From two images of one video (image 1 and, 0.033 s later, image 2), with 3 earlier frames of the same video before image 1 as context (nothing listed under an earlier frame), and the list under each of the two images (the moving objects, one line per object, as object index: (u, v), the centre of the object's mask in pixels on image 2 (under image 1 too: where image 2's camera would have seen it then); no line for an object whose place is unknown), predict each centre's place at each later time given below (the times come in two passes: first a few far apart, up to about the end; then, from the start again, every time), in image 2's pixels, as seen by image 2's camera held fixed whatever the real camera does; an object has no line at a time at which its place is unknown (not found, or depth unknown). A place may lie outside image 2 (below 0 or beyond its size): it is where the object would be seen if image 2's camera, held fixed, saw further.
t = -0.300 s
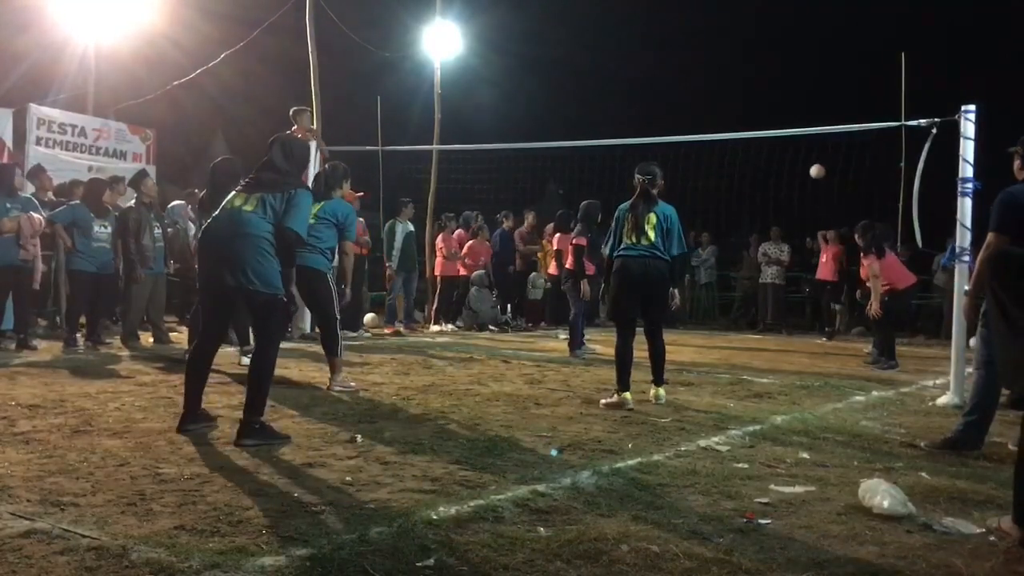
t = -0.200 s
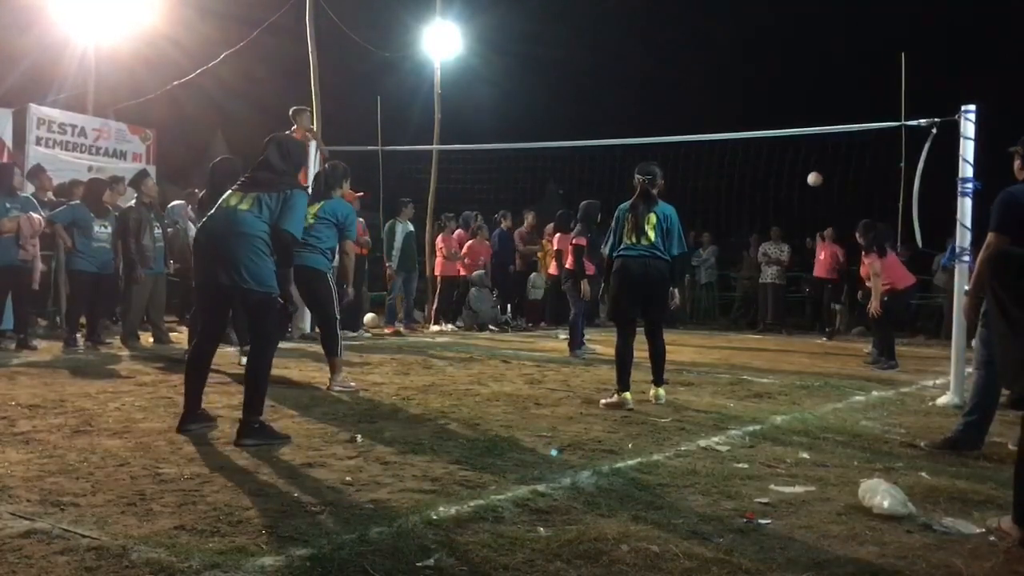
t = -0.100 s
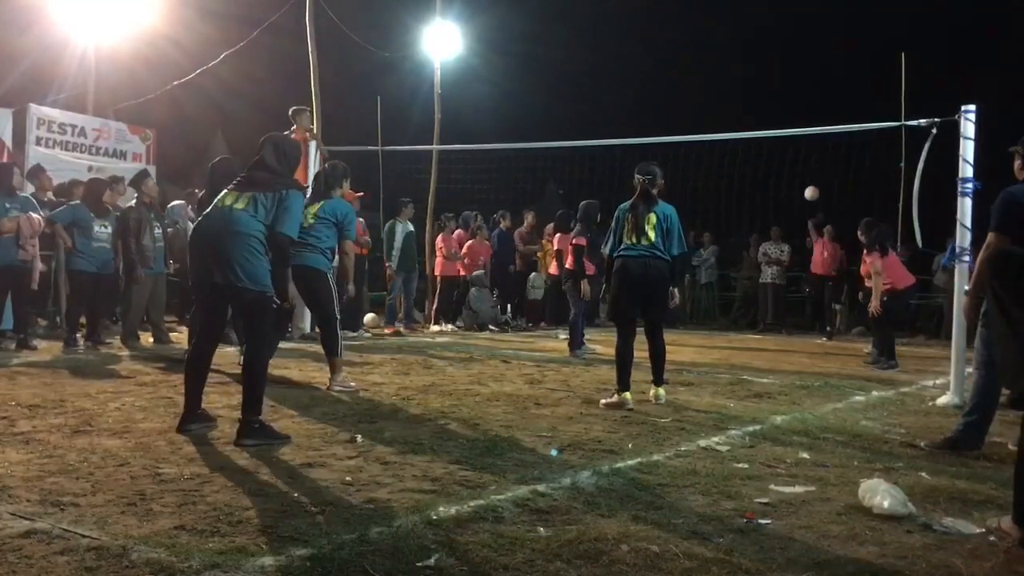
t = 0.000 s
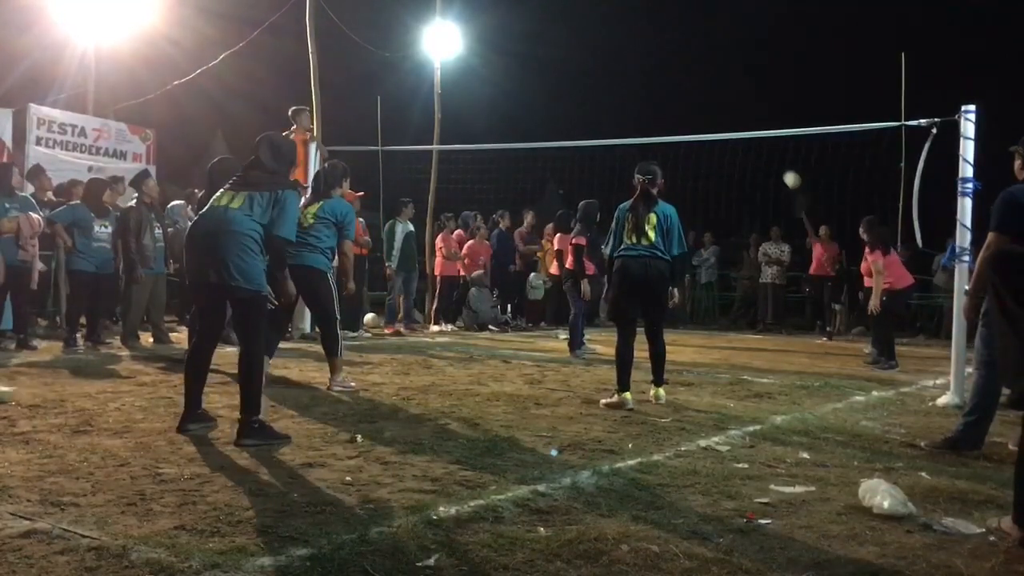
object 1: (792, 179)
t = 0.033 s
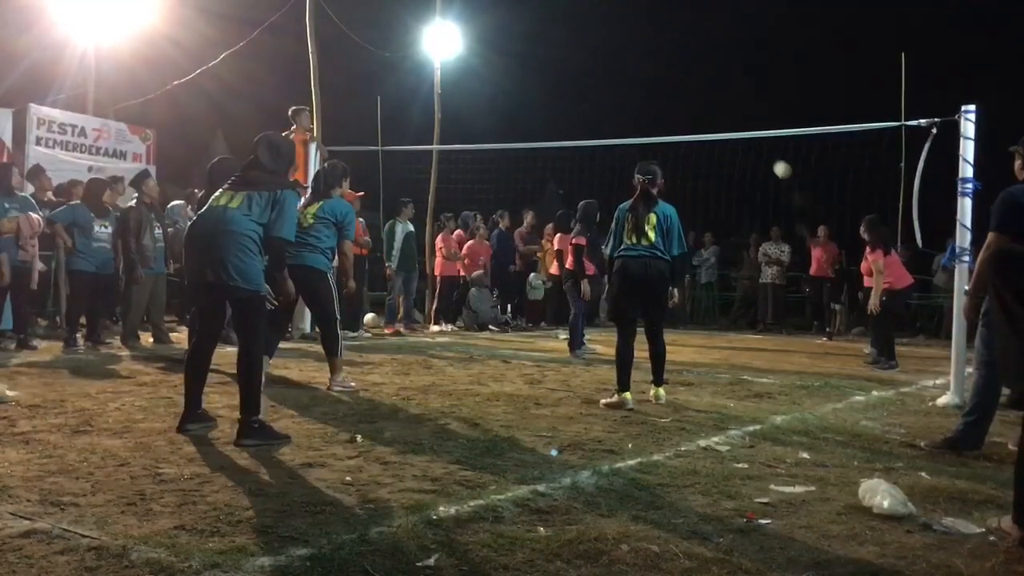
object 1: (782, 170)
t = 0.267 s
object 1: (702, 112)
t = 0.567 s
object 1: (577, 86)
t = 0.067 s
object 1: (772, 159)
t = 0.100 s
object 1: (761, 150)
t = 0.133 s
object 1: (751, 143)
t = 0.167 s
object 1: (739, 133)
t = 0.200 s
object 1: (727, 125)
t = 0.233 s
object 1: (714, 119)
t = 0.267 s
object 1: (702, 112)
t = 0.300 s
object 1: (689, 107)
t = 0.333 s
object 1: (676, 101)
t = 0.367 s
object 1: (663, 97)
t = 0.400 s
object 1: (650, 94)
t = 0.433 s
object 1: (636, 91)
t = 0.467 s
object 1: (623, 88)
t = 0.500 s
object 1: (609, 87)
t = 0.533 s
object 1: (593, 86)
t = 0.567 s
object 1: (577, 86)
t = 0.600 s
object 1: (560, 88)
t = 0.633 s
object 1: (543, 91)
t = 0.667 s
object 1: (525, 96)
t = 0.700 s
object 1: (507, 102)
